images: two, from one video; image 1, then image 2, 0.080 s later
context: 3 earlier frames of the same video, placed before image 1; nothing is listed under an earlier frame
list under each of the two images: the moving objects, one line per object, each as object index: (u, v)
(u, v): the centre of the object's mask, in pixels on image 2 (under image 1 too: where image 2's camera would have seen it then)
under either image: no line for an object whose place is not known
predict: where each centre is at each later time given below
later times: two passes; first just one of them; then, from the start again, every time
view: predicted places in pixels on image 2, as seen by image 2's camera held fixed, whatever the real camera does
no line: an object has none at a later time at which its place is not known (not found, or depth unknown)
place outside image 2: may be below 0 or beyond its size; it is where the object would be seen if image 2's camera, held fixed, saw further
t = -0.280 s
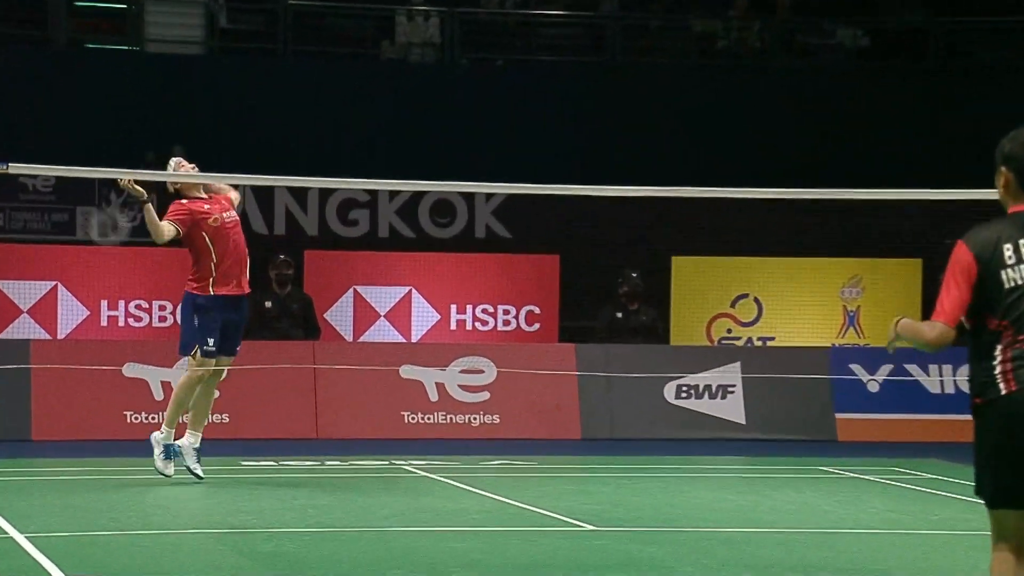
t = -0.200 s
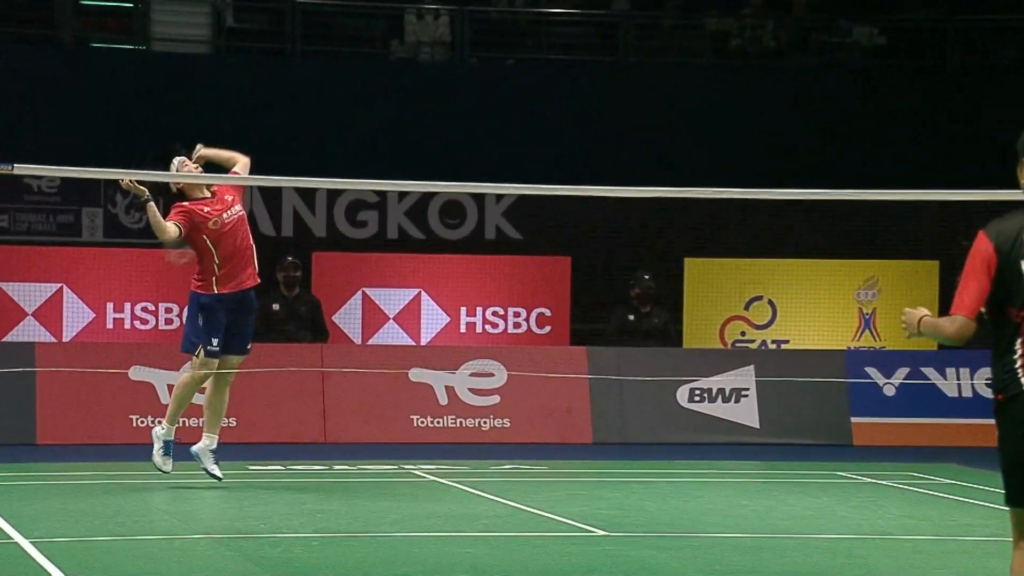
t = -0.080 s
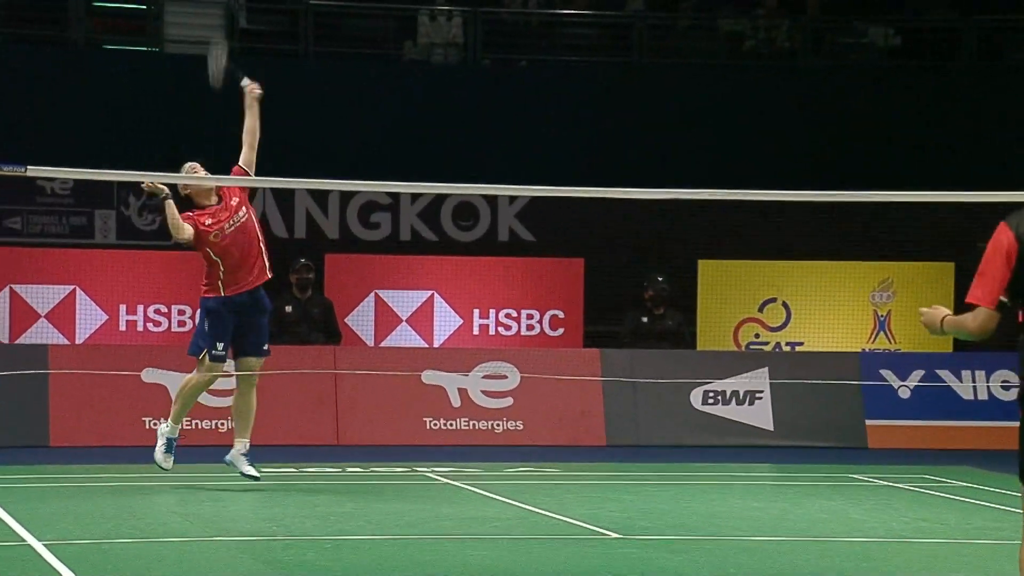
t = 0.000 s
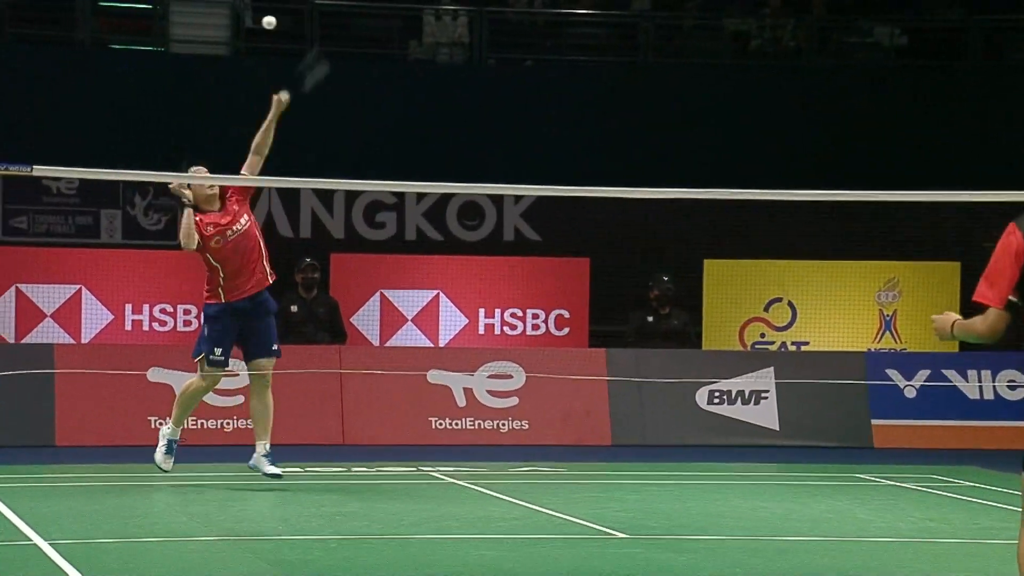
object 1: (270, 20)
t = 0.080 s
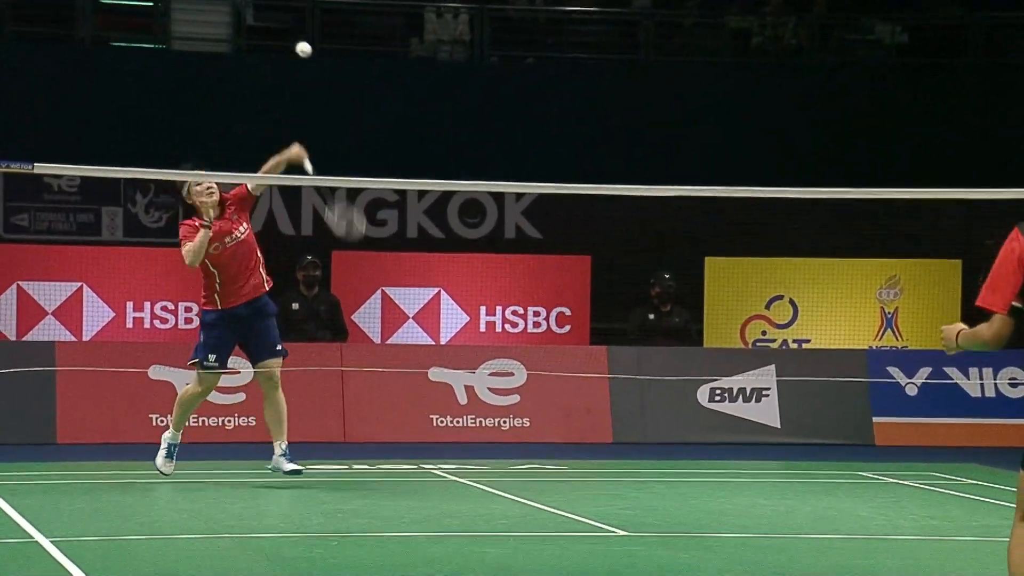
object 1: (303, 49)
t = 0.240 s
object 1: (353, 109)
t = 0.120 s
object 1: (318, 65)
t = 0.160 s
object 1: (331, 80)
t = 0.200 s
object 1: (342, 95)
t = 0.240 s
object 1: (353, 109)
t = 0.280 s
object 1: (364, 125)
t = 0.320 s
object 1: (373, 142)
